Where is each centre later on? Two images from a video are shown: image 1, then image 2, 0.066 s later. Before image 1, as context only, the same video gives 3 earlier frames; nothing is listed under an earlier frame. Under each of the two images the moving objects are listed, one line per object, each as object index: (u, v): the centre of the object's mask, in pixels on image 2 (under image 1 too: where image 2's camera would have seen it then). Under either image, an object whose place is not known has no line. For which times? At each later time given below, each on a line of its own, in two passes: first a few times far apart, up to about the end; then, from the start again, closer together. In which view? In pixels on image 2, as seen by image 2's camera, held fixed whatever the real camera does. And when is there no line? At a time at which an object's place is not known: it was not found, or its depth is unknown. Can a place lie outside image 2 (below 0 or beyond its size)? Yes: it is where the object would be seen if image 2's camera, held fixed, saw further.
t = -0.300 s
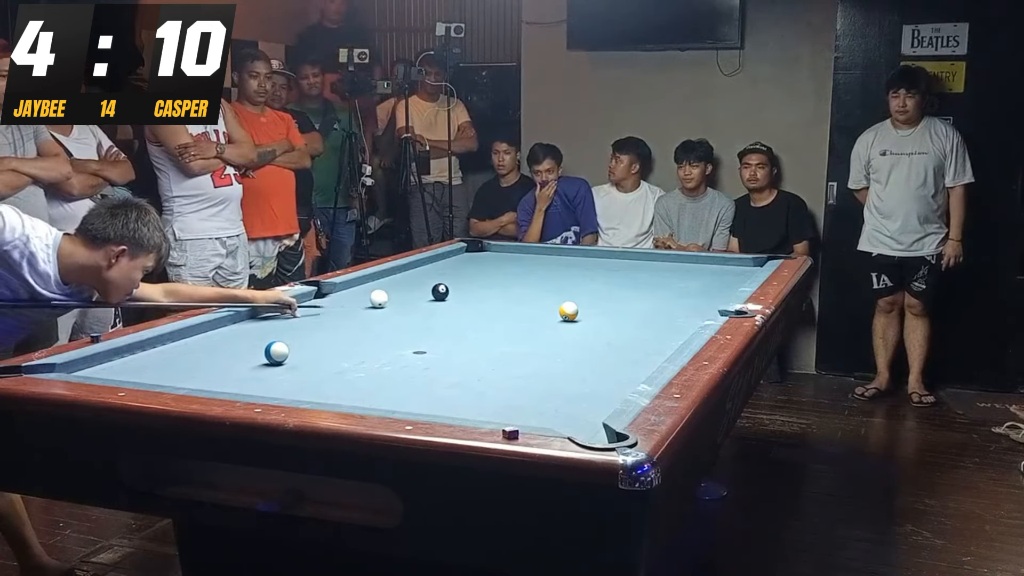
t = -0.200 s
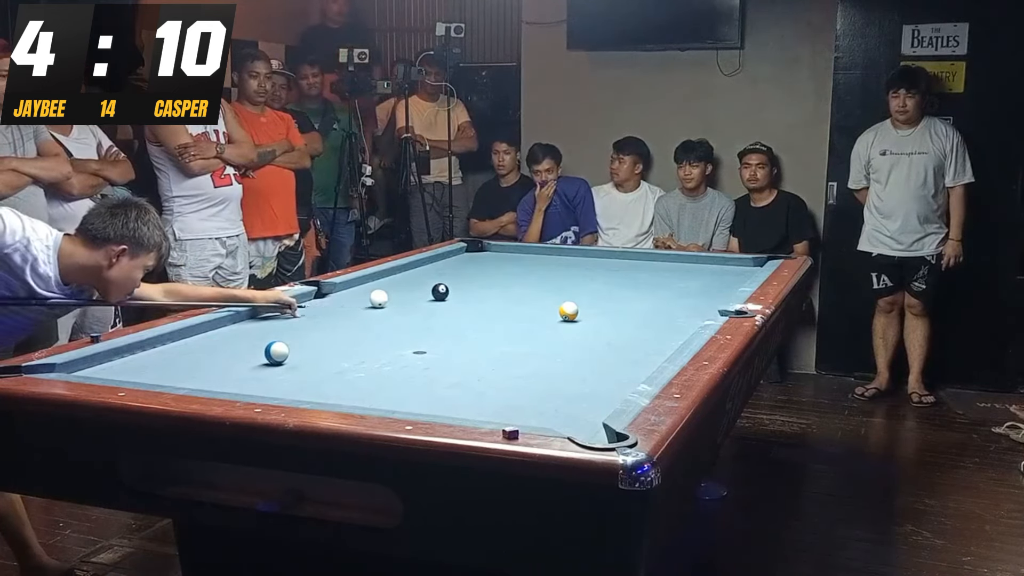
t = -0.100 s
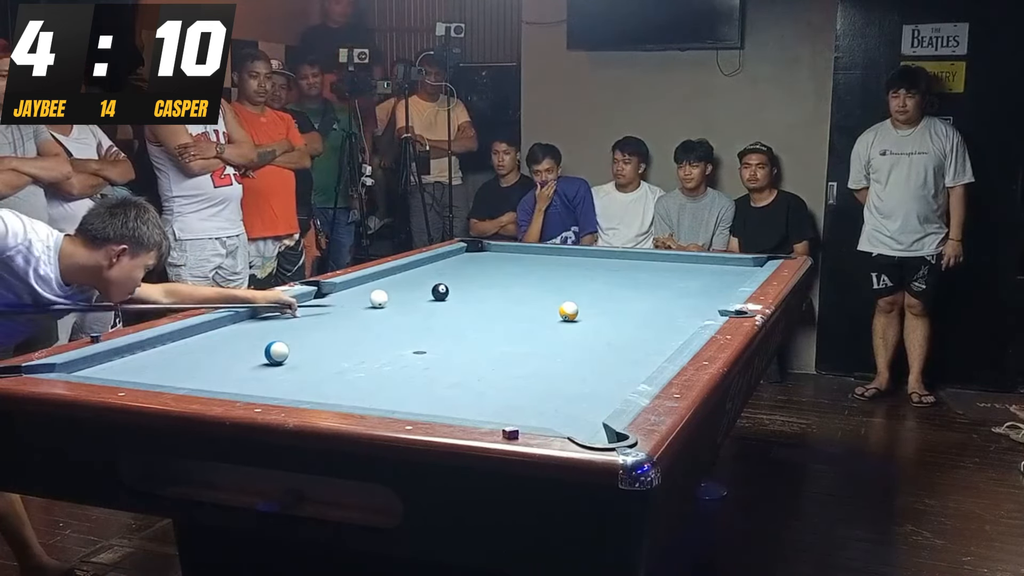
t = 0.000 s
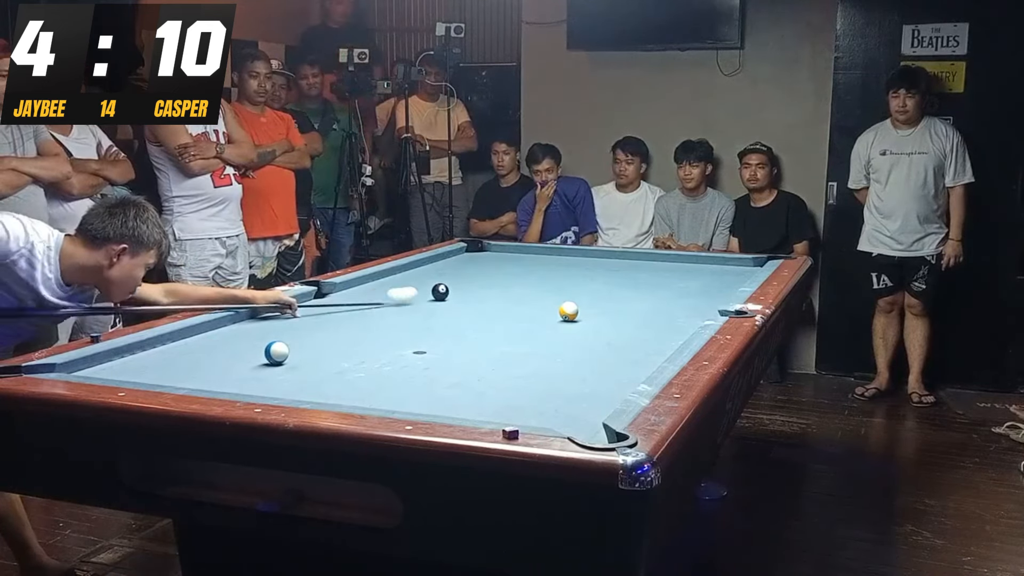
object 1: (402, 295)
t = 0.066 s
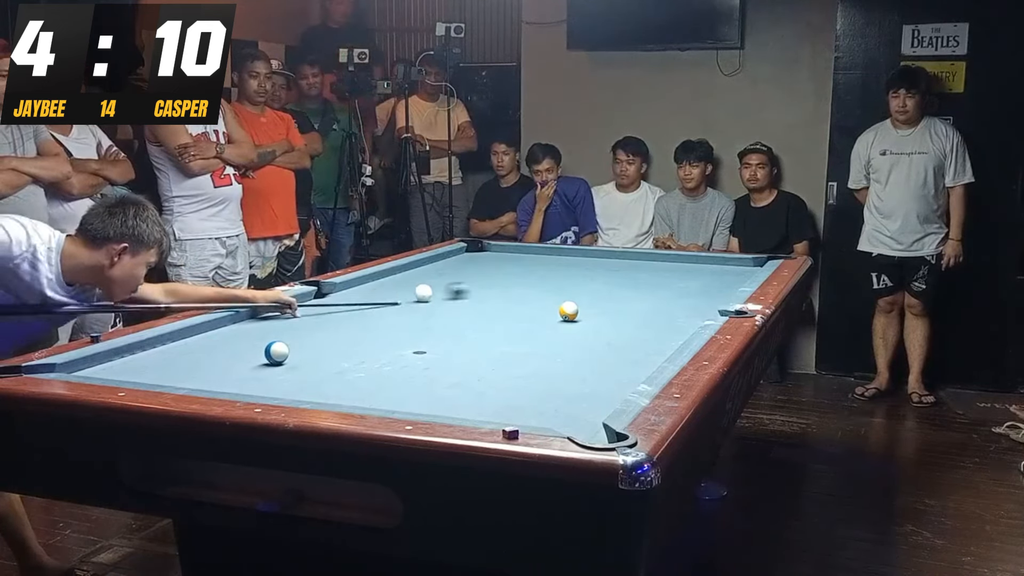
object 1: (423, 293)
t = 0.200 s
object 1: (411, 293)
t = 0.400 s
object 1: (391, 293)
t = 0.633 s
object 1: (369, 294)
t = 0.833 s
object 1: (351, 294)
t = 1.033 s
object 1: (335, 294)
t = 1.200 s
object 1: (322, 294)
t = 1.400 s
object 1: (315, 295)
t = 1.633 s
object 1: (320, 296)
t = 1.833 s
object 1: (323, 297)
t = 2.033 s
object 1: (326, 297)
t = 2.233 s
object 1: (328, 297)
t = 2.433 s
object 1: (329, 297)
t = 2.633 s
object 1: (329, 297)
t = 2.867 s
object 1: (329, 297)
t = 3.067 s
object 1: (329, 297)
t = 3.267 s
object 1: (329, 297)
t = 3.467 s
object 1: (329, 297)
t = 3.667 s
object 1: (329, 297)
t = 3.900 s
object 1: (329, 297)
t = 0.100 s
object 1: (421, 292)
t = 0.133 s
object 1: (418, 293)
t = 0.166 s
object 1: (414, 293)
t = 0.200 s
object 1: (411, 293)
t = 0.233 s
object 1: (407, 293)
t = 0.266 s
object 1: (404, 293)
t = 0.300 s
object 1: (400, 293)
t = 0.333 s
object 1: (397, 293)
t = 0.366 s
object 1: (393, 293)
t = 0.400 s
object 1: (391, 293)
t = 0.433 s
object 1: (387, 293)
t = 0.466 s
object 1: (384, 293)
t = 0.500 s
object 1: (381, 293)
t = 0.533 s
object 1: (378, 294)
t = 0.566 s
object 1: (375, 293)
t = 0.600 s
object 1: (372, 294)
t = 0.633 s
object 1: (369, 294)
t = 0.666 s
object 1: (366, 294)
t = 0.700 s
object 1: (362, 294)
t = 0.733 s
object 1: (359, 294)
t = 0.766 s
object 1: (357, 294)
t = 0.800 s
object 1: (354, 294)
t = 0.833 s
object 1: (351, 294)
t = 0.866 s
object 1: (348, 294)
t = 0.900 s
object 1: (346, 294)
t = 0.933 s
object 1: (343, 294)
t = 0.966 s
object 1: (340, 294)
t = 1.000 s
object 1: (337, 294)
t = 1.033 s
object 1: (335, 294)
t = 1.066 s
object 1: (332, 294)
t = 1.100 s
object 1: (329, 294)
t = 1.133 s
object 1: (327, 294)
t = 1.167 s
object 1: (325, 294)
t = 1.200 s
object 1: (322, 294)
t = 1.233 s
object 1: (320, 294)
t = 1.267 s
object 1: (318, 295)
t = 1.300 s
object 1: (316, 295)
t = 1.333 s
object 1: (314, 295)
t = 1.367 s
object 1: (314, 295)
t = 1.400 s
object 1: (315, 295)
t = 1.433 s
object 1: (316, 295)
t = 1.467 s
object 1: (316, 295)
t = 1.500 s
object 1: (317, 296)
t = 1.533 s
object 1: (318, 296)
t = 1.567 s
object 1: (319, 296)
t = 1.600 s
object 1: (319, 296)
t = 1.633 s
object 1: (320, 296)
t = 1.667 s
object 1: (320, 296)
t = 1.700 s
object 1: (321, 296)
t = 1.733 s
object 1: (321, 296)
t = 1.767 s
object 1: (322, 296)
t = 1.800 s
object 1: (323, 297)
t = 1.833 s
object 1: (323, 297)
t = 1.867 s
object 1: (324, 297)
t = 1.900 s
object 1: (324, 297)
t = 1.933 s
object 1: (324, 297)
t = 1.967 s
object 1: (325, 297)
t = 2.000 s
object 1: (325, 297)
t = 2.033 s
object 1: (326, 297)
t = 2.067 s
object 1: (326, 297)
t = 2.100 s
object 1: (326, 297)
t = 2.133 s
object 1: (327, 297)
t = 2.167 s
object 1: (327, 297)
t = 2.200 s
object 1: (327, 297)
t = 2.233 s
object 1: (328, 297)
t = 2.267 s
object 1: (328, 297)
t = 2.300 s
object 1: (328, 297)
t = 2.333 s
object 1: (329, 297)
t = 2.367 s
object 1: (329, 297)
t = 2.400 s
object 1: (329, 297)
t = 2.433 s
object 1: (329, 297)
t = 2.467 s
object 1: (329, 298)
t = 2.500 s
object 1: (329, 297)
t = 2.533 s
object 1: (329, 297)
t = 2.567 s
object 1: (329, 297)
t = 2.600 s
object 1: (329, 298)
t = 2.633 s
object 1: (329, 297)
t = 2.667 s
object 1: (329, 297)
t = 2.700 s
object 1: (329, 297)
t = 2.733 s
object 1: (329, 297)
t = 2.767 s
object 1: (329, 297)
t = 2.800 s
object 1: (329, 297)
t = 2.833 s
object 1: (329, 297)
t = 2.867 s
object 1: (329, 297)
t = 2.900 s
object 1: (329, 297)
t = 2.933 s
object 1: (329, 297)
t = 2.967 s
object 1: (329, 297)
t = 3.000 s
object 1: (329, 297)
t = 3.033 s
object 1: (329, 297)
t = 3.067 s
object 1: (329, 297)
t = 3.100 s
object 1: (329, 297)
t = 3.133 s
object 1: (329, 297)
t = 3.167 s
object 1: (329, 297)
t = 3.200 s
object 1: (329, 297)
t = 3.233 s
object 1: (329, 297)
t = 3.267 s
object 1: (329, 297)
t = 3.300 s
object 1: (329, 297)
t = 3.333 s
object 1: (329, 297)
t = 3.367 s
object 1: (329, 297)
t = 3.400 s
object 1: (329, 297)
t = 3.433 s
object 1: (329, 297)
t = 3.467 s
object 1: (329, 297)
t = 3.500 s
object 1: (329, 297)
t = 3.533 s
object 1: (329, 297)
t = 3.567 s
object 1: (329, 297)
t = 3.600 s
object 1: (329, 297)
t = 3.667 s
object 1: (329, 297)
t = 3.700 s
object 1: (329, 297)
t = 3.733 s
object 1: (329, 297)
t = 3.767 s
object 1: (329, 297)
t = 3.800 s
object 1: (329, 297)
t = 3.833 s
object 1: (329, 297)
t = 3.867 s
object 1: (329, 297)
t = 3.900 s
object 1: (329, 297)
